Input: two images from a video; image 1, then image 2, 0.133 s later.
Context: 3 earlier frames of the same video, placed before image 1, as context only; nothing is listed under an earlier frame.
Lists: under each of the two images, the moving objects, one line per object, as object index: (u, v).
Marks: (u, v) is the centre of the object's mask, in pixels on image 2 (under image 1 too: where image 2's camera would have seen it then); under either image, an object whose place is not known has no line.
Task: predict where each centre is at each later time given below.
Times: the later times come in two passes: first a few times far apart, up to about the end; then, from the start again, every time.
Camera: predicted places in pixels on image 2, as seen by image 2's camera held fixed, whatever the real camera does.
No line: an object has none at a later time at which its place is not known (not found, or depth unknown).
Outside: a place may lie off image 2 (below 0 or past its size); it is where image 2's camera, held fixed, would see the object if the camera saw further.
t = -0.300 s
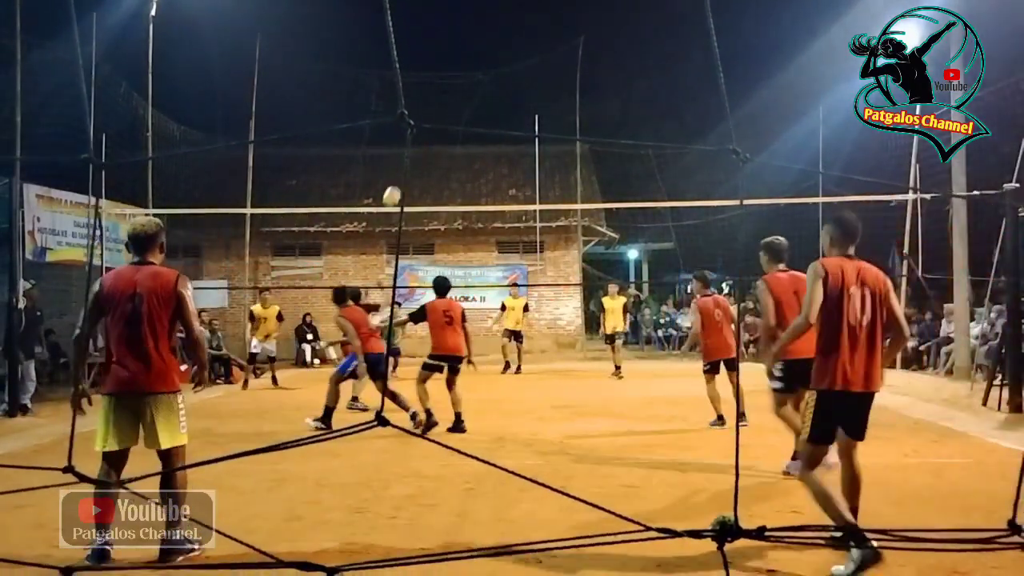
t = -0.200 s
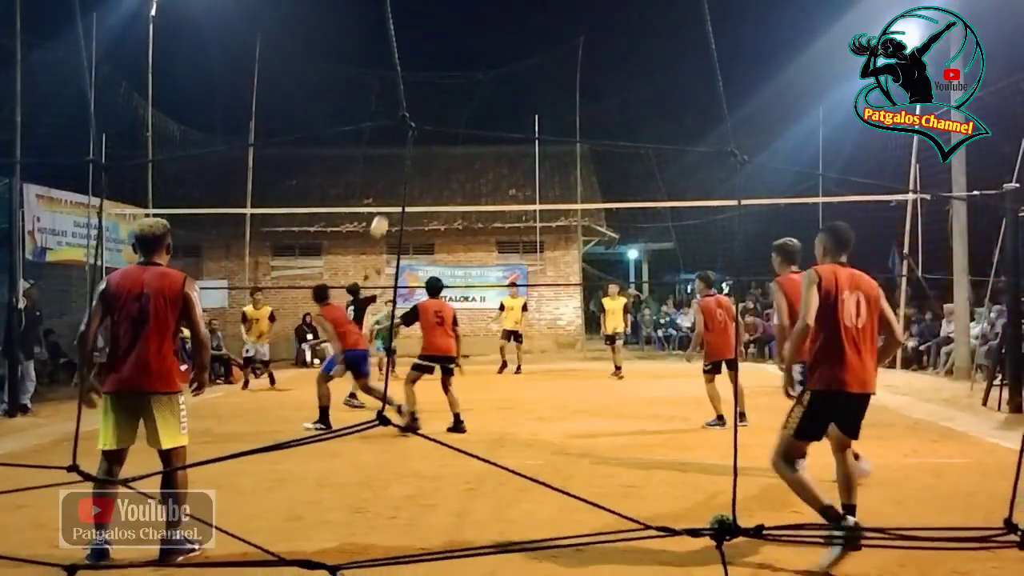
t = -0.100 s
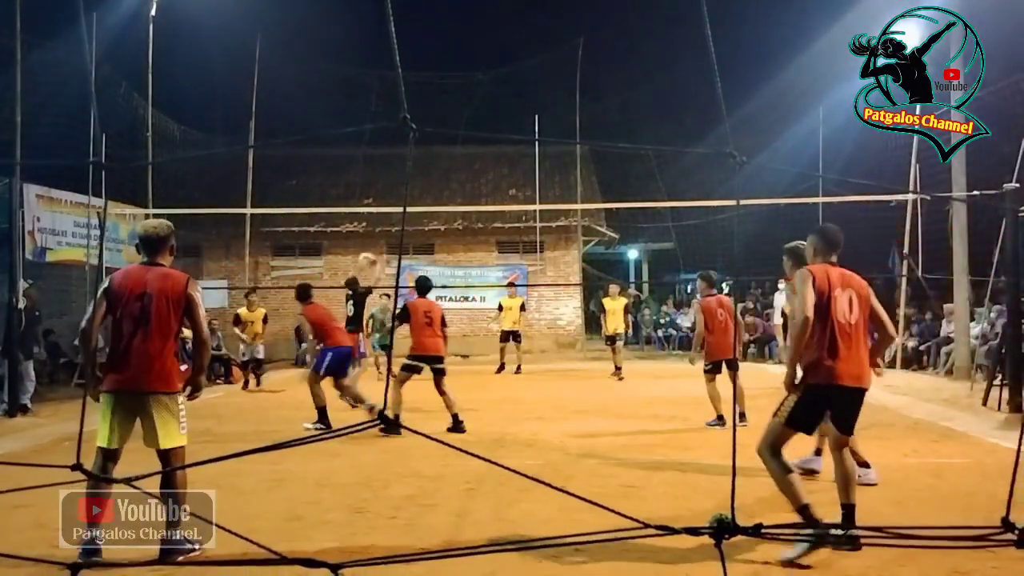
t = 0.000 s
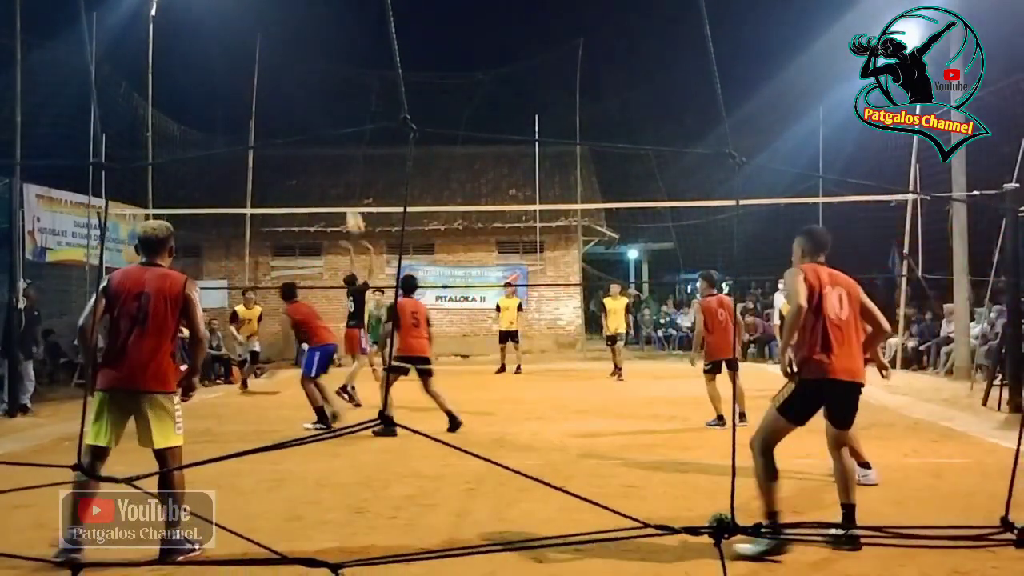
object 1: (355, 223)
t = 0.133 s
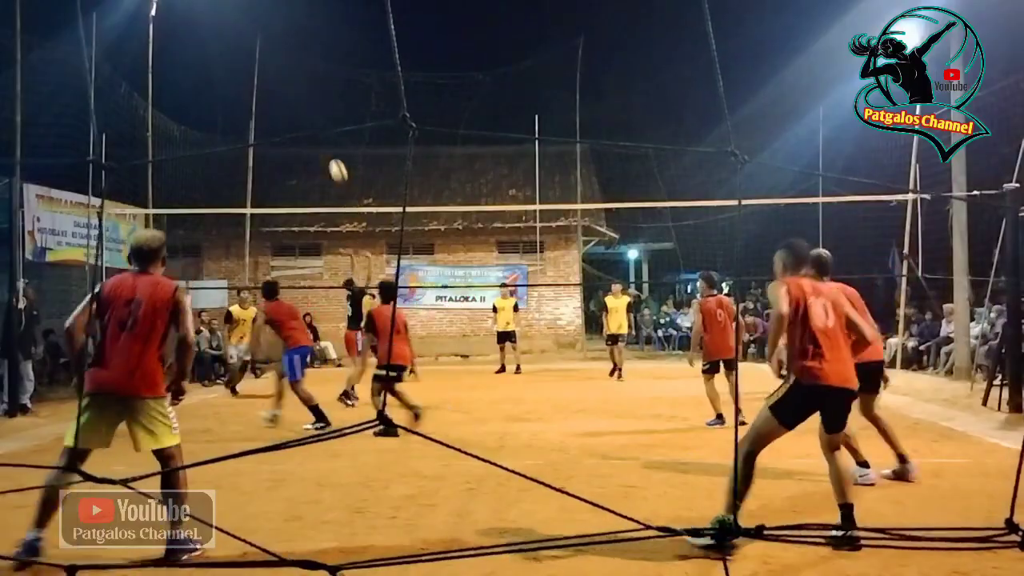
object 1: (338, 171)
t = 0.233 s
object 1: (326, 142)
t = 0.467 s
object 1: (297, 103)
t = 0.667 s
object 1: (274, 103)
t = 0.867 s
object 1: (251, 132)
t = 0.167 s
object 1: (333, 160)
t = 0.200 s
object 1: (330, 150)
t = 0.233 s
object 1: (326, 142)
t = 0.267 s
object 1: (322, 133)
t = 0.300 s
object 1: (317, 126)
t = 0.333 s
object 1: (313, 120)
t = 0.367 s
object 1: (309, 114)
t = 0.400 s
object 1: (305, 110)
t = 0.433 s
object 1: (301, 106)
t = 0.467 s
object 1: (297, 103)
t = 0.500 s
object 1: (293, 101)
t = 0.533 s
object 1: (290, 100)
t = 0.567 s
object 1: (286, 99)
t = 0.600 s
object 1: (282, 100)
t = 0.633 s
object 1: (278, 101)
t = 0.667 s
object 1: (274, 103)
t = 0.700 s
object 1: (270, 105)
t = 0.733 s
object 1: (267, 109)
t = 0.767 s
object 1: (263, 114)
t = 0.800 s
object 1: (259, 119)
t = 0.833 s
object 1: (255, 125)
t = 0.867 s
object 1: (251, 132)
